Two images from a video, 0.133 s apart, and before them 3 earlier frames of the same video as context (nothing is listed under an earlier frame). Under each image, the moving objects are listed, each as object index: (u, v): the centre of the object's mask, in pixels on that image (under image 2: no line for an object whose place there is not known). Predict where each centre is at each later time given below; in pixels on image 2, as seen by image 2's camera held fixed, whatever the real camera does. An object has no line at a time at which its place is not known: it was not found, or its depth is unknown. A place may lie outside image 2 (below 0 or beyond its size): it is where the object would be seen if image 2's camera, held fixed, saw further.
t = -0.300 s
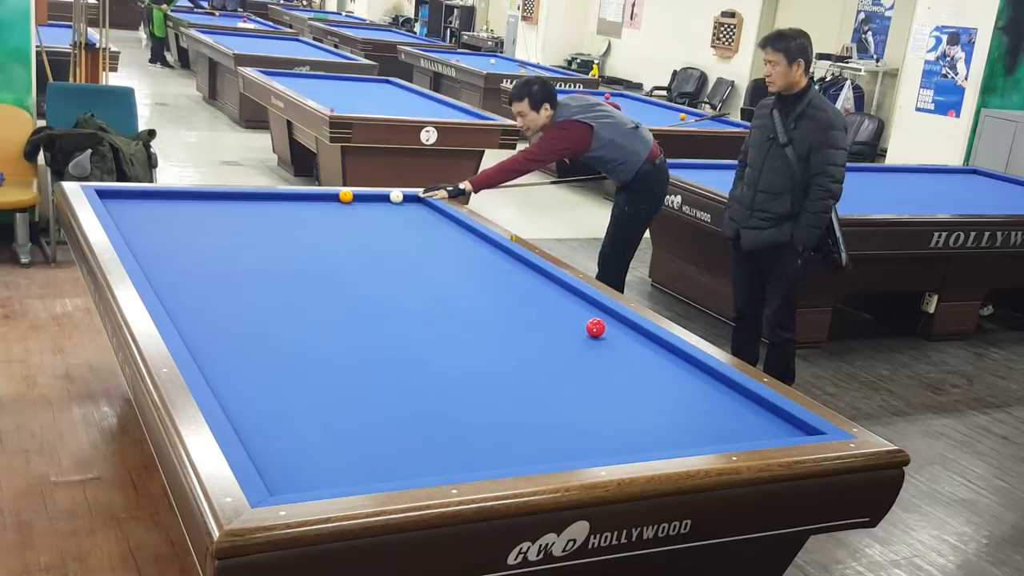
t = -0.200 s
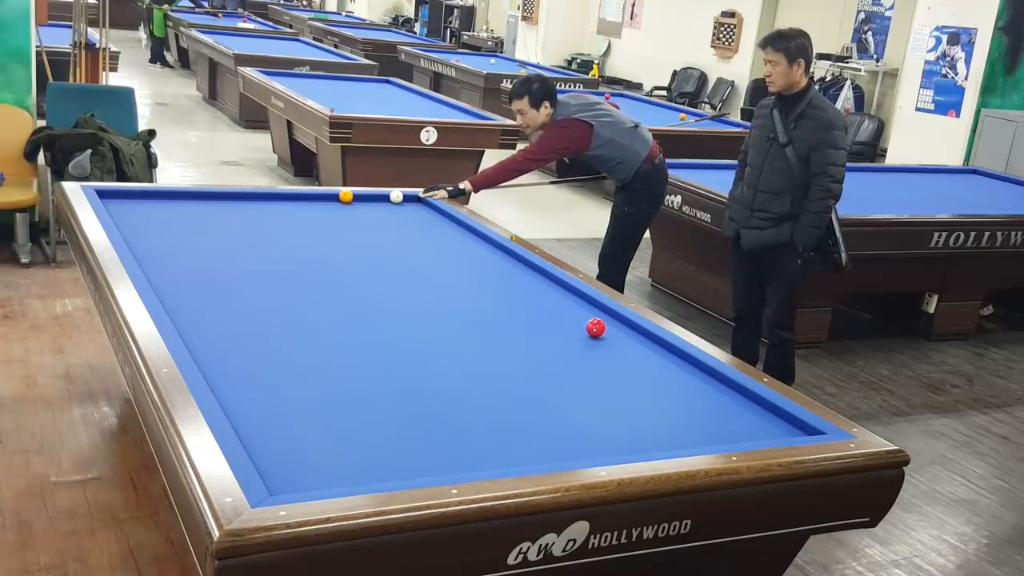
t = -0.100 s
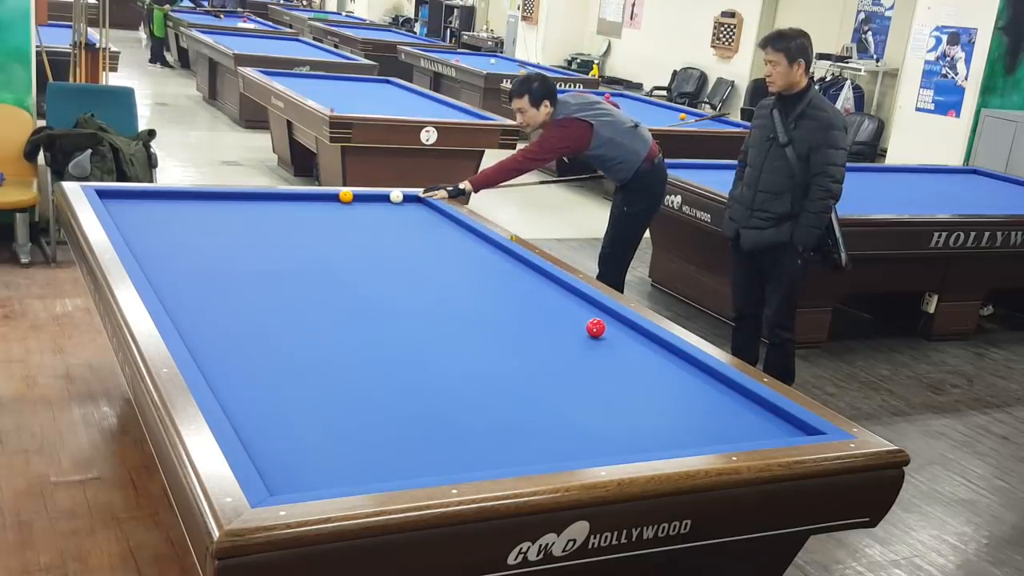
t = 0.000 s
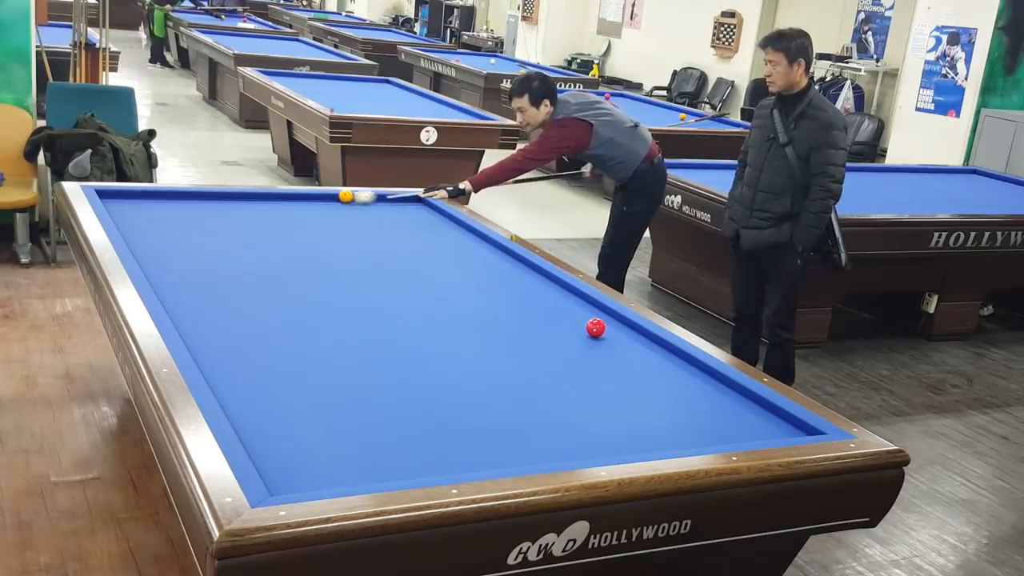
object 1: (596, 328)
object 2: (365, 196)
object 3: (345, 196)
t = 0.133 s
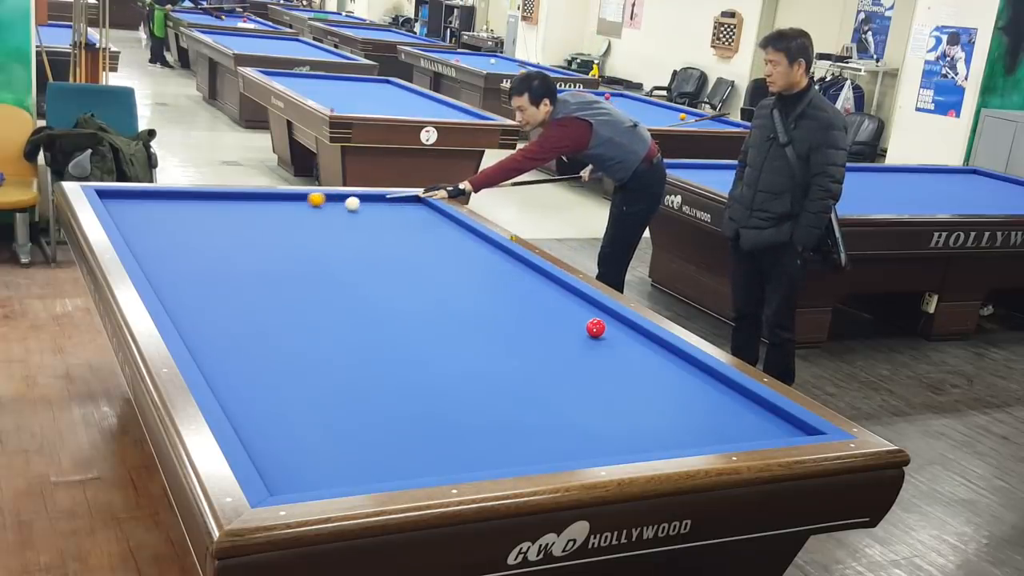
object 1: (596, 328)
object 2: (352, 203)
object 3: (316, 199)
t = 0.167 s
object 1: (595, 328)
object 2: (349, 205)
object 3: (309, 200)
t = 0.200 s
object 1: (596, 328)
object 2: (346, 207)
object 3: (302, 200)
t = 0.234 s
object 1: (596, 328)
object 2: (342, 208)
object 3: (296, 201)
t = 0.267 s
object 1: (596, 328)
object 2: (339, 210)
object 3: (290, 202)
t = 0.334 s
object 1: (596, 328)
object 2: (331, 213)
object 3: (278, 204)
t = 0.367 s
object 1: (596, 328)
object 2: (328, 215)
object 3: (272, 205)
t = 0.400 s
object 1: (596, 328)
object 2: (324, 216)
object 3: (266, 206)
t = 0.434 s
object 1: (596, 328)
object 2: (320, 218)
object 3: (260, 206)
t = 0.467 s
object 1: (596, 328)
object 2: (316, 220)
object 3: (254, 207)
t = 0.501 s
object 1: (596, 328)
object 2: (312, 221)
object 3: (248, 208)
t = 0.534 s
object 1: (596, 328)
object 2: (307, 223)
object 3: (241, 209)
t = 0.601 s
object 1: (596, 328)
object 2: (299, 227)
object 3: (228, 211)
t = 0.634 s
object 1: (596, 328)
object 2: (295, 229)
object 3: (222, 212)
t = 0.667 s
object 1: (596, 328)
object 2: (290, 230)
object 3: (215, 213)
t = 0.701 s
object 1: (596, 328)
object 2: (286, 232)
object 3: (208, 213)
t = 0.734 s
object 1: (596, 328)
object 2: (281, 234)
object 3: (202, 214)
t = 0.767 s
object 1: (596, 328)
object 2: (277, 236)
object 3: (195, 215)
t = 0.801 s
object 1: (596, 328)
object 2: (272, 238)
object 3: (188, 216)
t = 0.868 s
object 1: (596, 328)
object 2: (262, 242)
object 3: (174, 218)
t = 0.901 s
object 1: (596, 328)
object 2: (258, 244)
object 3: (167, 219)
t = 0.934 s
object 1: (596, 328)
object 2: (252, 246)
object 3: (159, 220)
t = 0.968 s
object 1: (596, 328)
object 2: (247, 248)
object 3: (152, 221)
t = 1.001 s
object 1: (596, 328)
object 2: (242, 251)
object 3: (145, 222)
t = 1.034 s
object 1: (596, 328)
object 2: (237, 253)
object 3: (137, 223)
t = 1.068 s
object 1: (596, 328)
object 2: (231, 255)
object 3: (130, 224)
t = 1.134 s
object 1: (596, 328)
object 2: (220, 260)
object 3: (129, 226)
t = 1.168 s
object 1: (596, 328)
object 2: (215, 262)
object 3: (136, 227)
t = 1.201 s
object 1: (596, 328)
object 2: (209, 265)
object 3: (143, 229)
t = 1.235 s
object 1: (596, 328)
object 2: (203, 267)
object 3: (149, 230)
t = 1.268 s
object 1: (596, 328)
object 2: (197, 270)
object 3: (154, 231)
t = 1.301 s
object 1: (596, 328)
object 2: (191, 272)
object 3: (160, 232)
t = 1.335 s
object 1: (596, 328)
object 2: (185, 275)
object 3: (166, 233)
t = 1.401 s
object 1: (596, 328)
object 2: (172, 280)
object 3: (177, 235)
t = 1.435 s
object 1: (596, 328)
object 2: (165, 283)
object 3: (183, 236)
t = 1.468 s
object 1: (596, 328)
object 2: (161, 286)
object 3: (188, 238)
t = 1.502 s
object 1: (596, 328)
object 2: (167, 288)
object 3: (194, 239)
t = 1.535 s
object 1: (596, 328)
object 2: (176, 291)
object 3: (200, 240)
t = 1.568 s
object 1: (596, 328)
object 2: (184, 294)
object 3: (206, 241)
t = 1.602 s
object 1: (596, 328)
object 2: (191, 297)
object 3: (211, 242)
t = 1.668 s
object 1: (596, 328)
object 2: (205, 302)
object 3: (223, 244)
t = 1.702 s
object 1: (596, 328)
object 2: (212, 305)
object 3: (228, 245)
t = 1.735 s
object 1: (596, 328)
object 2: (220, 308)
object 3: (234, 246)
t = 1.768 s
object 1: (596, 328)
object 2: (227, 310)
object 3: (240, 247)
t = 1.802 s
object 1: (596, 328)
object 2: (234, 313)
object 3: (245, 248)
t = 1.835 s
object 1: (596, 328)
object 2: (242, 316)
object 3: (251, 250)
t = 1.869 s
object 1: (596, 328)
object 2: (249, 319)
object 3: (257, 251)
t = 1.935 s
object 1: (596, 328)
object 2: (264, 325)
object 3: (268, 253)
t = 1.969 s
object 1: (596, 328)
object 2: (272, 328)
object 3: (274, 254)
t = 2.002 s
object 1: (596, 328)
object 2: (280, 331)
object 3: (279, 255)
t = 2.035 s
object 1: (596, 328)
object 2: (287, 333)
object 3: (285, 256)
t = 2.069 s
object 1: (596, 328)
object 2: (295, 336)
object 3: (290, 257)
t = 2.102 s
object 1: (596, 328)
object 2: (303, 339)
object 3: (296, 258)
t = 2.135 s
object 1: (596, 328)
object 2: (311, 342)
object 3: (302, 260)
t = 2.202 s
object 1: (596, 328)
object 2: (327, 349)
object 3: (313, 262)
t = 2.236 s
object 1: (596, 328)
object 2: (335, 352)
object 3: (319, 263)
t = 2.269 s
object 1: (596, 328)
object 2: (343, 355)
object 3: (325, 264)
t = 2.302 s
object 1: (596, 328)
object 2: (351, 358)
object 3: (330, 265)
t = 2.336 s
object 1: (596, 328)
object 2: (360, 361)
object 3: (336, 266)
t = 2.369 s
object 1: (596, 328)
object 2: (368, 365)
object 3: (342, 267)
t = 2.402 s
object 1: (596, 328)
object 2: (377, 368)
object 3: (347, 268)
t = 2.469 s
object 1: (596, 328)
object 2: (394, 374)
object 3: (358, 270)
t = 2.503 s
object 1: (596, 328)
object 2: (402, 378)
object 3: (364, 272)
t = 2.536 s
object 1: (596, 328)
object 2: (412, 382)
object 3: (370, 273)
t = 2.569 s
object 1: (596, 328)
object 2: (420, 385)
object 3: (375, 274)
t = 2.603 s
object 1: (596, 328)
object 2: (429, 388)
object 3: (381, 275)
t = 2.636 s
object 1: (596, 328)
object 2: (438, 392)
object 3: (387, 276)
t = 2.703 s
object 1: (596, 328)
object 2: (457, 399)
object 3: (398, 278)
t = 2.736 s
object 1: (596, 328)
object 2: (466, 403)
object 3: (404, 279)
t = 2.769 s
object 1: (596, 328)
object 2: (476, 406)
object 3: (409, 280)
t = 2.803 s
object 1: (596, 328)
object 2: (485, 410)
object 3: (415, 281)
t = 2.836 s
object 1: (596, 328)
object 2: (495, 414)
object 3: (420, 282)
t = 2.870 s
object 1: (596, 328)
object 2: (505, 417)
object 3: (426, 283)
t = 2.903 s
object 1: (596, 328)
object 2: (515, 421)
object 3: (432, 285)
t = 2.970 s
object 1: (596, 328)
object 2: (535, 429)
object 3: (443, 287)
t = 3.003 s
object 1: (596, 328)
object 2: (545, 433)
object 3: (449, 288)
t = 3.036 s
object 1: (596, 328)
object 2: (555, 437)
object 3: (454, 289)
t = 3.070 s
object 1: (596, 328)
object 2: (565, 441)
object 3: (460, 290)
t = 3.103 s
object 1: (596, 328)
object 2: (576, 445)
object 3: (465, 291)
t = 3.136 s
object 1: (596, 328)
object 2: (586, 448)
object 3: (471, 292)
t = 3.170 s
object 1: (596, 328)
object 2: (597, 450)
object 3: (476, 293)
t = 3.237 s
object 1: (596, 328)
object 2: (604, 446)
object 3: (488, 295)
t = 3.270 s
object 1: (596, 328)
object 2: (606, 443)
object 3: (493, 296)
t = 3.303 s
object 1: (596, 328)
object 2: (608, 440)
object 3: (499, 298)
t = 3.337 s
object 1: (596, 328)
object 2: (610, 437)
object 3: (505, 298)
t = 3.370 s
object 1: (596, 328)
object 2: (612, 434)
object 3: (510, 300)
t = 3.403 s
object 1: (596, 328)
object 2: (614, 431)
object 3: (516, 301)
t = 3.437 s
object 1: (596, 328)
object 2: (616, 428)
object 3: (521, 302)
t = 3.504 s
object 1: (596, 328)
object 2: (620, 422)
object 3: (533, 304)
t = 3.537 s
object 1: (596, 328)
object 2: (622, 419)
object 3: (538, 305)
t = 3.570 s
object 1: (596, 328)
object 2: (624, 416)
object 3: (544, 306)
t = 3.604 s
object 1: (596, 328)
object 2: (626, 413)
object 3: (550, 307)
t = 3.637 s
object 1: (596, 328)
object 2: (627, 410)
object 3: (555, 308)
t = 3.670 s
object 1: (596, 328)
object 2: (629, 407)
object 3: (561, 310)
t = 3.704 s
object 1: (596, 328)
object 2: (631, 405)
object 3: (566, 311)
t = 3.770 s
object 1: (595, 328)
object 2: (634, 399)
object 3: (578, 313)
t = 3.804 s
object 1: (596, 328)
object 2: (636, 397)
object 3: (583, 313)
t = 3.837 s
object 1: (596, 328)
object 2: (638, 395)
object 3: (589, 314)
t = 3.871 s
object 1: (596, 328)
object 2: (639, 392)
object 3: (595, 314)
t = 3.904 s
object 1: (596, 328)
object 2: (641, 390)
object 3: (601, 315)
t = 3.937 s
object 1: (595, 328)
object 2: (642, 387)
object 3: (607, 317)
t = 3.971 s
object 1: (595, 328)
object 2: (644, 385)
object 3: (612, 319)
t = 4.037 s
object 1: (596, 328)
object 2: (647, 380)
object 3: (623, 321)
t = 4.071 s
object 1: (596, 328)
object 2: (648, 378)
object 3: (623, 322)
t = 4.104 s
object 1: (596, 328)
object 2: (650, 375)
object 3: (622, 323)
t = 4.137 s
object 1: (596, 328)
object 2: (651, 373)
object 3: (622, 325)
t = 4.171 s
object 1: (596, 328)
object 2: (653, 371)
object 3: (622, 326)
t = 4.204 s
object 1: (595, 328)
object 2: (654, 369)
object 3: (621, 327)
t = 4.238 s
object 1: (596, 328)
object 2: (655, 367)
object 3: (621, 328)
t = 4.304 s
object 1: (595, 328)
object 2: (658, 363)
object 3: (620, 330)
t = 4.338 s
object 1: (596, 328)
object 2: (659, 361)
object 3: (620, 331)
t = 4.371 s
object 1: (596, 328)
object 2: (661, 359)
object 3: (619, 332)
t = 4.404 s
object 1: (596, 328)
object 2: (662, 357)
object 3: (619, 333)
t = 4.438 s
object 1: (596, 328)
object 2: (663, 355)
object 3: (618, 334)
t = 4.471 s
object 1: (596, 328)
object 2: (664, 353)
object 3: (618, 335)
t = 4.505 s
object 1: (596, 328)
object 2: (666, 351)
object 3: (618, 336)
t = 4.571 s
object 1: (596, 328)
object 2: (666, 347)
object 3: (617, 338)
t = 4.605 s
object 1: (596, 328)
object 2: (661, 346)
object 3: (617, 339)
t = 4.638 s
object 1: (596, 328)
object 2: (656, 345)
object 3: (616, 340)
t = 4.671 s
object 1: (595, 328)
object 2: (652, 344)
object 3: (616, 341)
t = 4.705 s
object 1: (595, 328)
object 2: (647, 343)
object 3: (615, 342)
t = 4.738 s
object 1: (595, 328)
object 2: (643, 341)
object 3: (615, 343)
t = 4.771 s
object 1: (596, 328)
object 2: (638, 340)
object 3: (614, 344)
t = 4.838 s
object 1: (596, 328)
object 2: (630, 337)
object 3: (614, 346)
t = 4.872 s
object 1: (596, 328)
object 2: (626, 336)
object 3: (613, 347)
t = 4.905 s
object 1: (596, 328)
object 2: (621, 334)
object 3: (613, 348)
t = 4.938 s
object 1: (596, 328)
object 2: (617, 333)
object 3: (612, 349)
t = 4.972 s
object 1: (595, 328)
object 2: (612, 332)
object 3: (612, 350)
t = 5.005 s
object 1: (593, 326)
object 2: (610, 332)
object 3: (612, 351)
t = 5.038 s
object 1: (590, 325)
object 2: (609, 333)
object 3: (611, 352)
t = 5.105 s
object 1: (586, 324)
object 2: (606, 333)
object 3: (610, 354)
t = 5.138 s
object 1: (583, 323)
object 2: (605, 333)
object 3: (610, 355)
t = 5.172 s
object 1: (581, 322)
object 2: (603, 332)
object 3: (609, 356)
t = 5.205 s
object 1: (579, 321)
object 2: (602, 332)
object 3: (609, 357)
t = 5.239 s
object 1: (576, 321)
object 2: (600, 332)
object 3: (609, 358)
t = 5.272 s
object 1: (574, 320)
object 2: (599, 332)
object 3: (608, 359)
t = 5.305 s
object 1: (572, 319)
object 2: (598, 332)
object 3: (608, 360)
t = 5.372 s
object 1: (568, 317)
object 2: (595, 332)
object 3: (607, 362)
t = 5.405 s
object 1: (566, 317)
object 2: (594, 332)
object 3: (607, 363)
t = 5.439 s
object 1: (564, 316)
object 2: (592, 332)
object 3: (606, 364)
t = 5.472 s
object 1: (562, 315)
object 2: (591, 331)
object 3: (606, 365)
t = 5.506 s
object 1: (560, 315)
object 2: (590, 331)
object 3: (605, 366)
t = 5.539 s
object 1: (558, 314)
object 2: (589, 331)
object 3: (605, 367)
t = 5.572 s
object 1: (556, 313)
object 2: (587, 331)
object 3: (604, 368)
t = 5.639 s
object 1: (552, 312)
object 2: (585, 331)
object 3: (603, 371)
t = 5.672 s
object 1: (550, 311)
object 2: (584, 331)
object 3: (603, 372)
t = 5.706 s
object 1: (548, 310)
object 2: (583, 331)
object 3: (603, 373)
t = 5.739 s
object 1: (546, 310)
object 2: (581, 331)
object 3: (602, 374)
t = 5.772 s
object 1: (544, 309)
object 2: (580, 331)
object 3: (602, 375)
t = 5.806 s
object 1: (542, 308)
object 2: (579, 331)
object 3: (601, 376)
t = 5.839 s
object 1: (540, 307)
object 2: (578, 330)
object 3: (601, 377)
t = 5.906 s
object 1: (536, 306)
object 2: (576, 330)
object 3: (600, 379)
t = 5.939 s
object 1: (534, 306)
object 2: (575, 330)
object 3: (600, 380)
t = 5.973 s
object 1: (532, 305)
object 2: (574, 330)
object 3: (599, 381)
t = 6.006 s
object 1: (531, 304)
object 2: (572, 330)
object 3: (599, 382)
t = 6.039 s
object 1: (529, 304)
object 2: (571, 330)
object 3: (598, 383)
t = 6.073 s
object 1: (527, 303)
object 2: (570, 330)
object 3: (598, 384)
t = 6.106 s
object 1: (526, 302)
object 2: (569, 330)
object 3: (598, 385)
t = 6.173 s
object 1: (522, 301)
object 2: (567, 329)
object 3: (597, 387)
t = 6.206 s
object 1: (520, 300)
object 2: (567, 329)
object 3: (596, 388)
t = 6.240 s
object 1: (519, 300)
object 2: (566, 329)
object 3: (596, 390)
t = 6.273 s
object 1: (517, 299)
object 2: (565, 329)
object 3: (596, 391)
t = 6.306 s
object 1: (515, 299)
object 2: (564, 329)
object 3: (595, 392)
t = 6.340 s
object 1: (514, 298)
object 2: (563, 329)
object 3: (595, 392)
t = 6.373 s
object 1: (512, 297)
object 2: (562, 329)
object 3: (594, 394)
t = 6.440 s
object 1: (509, 296)
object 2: (560, 329)
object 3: (593, 396)
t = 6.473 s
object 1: (507, 296)
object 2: (559, 329)
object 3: (593, 397)
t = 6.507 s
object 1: (506, 295)
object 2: (559, 328)
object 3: (592, 398)
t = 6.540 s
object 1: (504, 294)
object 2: (558, 328)
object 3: (592, 399)
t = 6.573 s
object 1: (502, 294)
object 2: (557, 328)
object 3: (592, 400)
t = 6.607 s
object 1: (501, 293)
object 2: (556, 328)
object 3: (591, 401)
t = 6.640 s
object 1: (499, 293)
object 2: (556, 328)
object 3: (591, 402)
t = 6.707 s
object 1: (496, 292)
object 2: (554, 328)
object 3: (590, 403)
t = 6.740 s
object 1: (495, 291)
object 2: (554, 328)
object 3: (589, 405)
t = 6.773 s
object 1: (493, 291)
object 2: (553, 328)
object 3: (589, 406)
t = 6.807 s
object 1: (492, 290)
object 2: (552, 328)
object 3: (589, 407)
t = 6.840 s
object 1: (490, 290)
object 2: (552, 328)
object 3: (588, 408)
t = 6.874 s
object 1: (489, 289)
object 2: (551, 328)
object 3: (588, 409)
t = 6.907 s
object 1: (487, 289)
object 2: (550, 328)
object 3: (587, 410)
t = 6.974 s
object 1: (484, 288)
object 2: (549, 328)
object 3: (587, 412)
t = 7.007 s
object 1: (483, 287)
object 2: (549, 328)
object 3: (586, 413)
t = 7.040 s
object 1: (482, 287)
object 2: (548, 328)
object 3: (586, 414)
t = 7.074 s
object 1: (480, 286)
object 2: (548, 328)
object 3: (585, 415)
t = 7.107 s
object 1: (479, 286)
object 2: (547, 328)
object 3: (585, 416)
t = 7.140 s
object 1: (477, 285)
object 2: (547, 328)
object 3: (584, 417)
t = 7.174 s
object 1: (476, 285)
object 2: (546, 328)
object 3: (584, 418)
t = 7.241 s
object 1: (473, 284)
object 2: (545, 328)
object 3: (583, 419)
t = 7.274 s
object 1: (472, 283)
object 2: (545, 328)
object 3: (583, 420)
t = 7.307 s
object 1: (471, 283)
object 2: (544, 328)
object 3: (582, 421)
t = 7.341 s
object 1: (470, 282)
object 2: (544, 328)
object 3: (582, 423)
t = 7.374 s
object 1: (468, 282)
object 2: (543, 328)
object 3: (582, 424)
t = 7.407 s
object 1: (467, 281)
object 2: (543, 328)
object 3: (581, 425)
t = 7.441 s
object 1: (466, 281)
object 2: (542, 328)
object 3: (581, 425)
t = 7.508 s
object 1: (463, 280)
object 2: (542, 328)
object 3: (580, 427)
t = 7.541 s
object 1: (462, 280)
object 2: (541, 328)
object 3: (580, 428)
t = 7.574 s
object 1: (461, 279)
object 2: (541, 328)
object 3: (579, 429)
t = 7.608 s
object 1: (460, 279)
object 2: (540, 328)
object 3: (579, 430)
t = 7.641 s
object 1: (459, 279)
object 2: (540, 328)
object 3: (578, 431)
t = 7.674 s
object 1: (458, 278)
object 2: (540, 328)
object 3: (578, 432)
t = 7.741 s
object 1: (455, 278)
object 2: (539, 328)
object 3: (577, 434)
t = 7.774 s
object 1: (454, 277)
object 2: (539, 328)
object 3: (577, 435)
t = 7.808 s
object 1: (453, 277)
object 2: (539, 328)
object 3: (577, 436)
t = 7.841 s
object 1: (452, 276)
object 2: (538, 328)
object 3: (576, 436)
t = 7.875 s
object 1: (451, 276)
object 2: (538, 328)
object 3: (576, 438)
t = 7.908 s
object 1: (450, 275)
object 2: (538, 328)
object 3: (575, 438)
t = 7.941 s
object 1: (449, 275)
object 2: (538, 328)
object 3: (575, 439)
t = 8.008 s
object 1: (447, 274)
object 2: (537, 328)
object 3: (574, 441)
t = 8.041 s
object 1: (446, 274)
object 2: (537, 328)
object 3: (574, 442)
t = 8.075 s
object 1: (445, 273)
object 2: (537, 328)
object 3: (573, 443)
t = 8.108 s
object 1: (444, 273)
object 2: (537, 328)
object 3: (573, 444)
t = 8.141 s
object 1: (443, 273)
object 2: (537, 328)
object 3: (573, 444)
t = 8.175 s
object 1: (442, 273)
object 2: (537, 328)
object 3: (572, 446)
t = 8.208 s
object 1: (441, 272)
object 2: (536, 328)
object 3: (572, 446)
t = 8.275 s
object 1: (439, 272)
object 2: (536, 328)
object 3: (571, 448)
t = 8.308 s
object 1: (438, 271)
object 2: (536, 328)
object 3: (571, 448)
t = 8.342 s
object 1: (437, 271)
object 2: (536, 328)
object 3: (570, 449)
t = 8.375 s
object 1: (436, 271)
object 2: (536, 328)
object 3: (570, 449)
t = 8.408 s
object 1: (435, 271)
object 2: (536, 327)
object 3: (570, 450)
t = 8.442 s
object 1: (434, 270)
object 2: (536, 328)
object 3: (569, 450)
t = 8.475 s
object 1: (433, 270)
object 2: (536, 328)
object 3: (569, 451)
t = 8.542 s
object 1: (431, 269)
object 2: (536, 328)
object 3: (569, 452)
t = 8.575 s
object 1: (430, 269)
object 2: (536, 328)
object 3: (568, 452)
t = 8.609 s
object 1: (430, 269)
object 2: (536, 328)
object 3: (568, 453)
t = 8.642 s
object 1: (429, 268)
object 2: (536, 328)
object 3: (567, 453)
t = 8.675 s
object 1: (428, 268)
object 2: (536, 328)
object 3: (567, 454)
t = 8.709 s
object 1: (427, 268)
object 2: (536, 328)
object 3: (566, 454)
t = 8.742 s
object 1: (426, 267)
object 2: (536, 328)
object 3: (566, 454)
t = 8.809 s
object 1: (425, 267)
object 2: (536, 328)
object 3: (563, 454)
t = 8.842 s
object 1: (424, 267)
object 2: (537, 328)
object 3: (562, 454)
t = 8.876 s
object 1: (423, 266)
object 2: (536, 328)
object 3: (561, 454)
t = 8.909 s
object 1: (423, 266)
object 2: (537, 328)
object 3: (560, 454)
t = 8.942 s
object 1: (422, 266)
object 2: (536, 328)
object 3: (559, 454)
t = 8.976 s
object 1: (421, 266)
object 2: (537, 327)
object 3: (558, 454)
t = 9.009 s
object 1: (420, 265)
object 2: (537, 328)
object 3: (557, 453)
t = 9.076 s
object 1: (419, 265)
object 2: (536, 328)
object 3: (555, 453)
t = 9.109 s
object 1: (418, 265)
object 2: (536, 328)
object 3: (554, 453)
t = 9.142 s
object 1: (417, 264)
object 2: (536, 328)
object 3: (553, 453)
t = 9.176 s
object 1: (417, 264)
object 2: (536, 328)
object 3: (552, 453)
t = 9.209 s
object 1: (416, 264)
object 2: (536, 328)
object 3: (551, 453)
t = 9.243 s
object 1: (416, 264)
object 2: (536, 328)
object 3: (551, 453)
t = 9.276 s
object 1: (415, 264)
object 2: (536, 328)
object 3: (550, 453)
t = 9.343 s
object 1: (414, 263)
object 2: (537, 327)
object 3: (548, 452)
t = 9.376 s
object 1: (413, 263)
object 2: (536, 328)
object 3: (548, 452)
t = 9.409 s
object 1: (412, 263)
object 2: (537, 327)
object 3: (547, 452)
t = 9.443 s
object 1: (412, 263)
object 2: (537, 327)
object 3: (546, 452)
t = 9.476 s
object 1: (411, 262)
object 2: (536, 328)
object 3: (545, 452)
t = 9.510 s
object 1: (411, 262)
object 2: (537, 327)
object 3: (545, 452)
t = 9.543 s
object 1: (410, 262)
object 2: (537, 327)
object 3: (544, 452)
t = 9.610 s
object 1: (409, 262)
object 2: (537, 327)
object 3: (543, 452)
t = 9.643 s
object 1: (408, 261)
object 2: (537, 327)
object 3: (542, 452)
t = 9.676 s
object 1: (408, 261)
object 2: (536, 327)
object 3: (542, 451)
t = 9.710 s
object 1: (407, 261)
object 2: (537, 327)
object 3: (541, 451)
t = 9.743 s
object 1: (407, 261)
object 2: (537, 327)
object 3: (541, 451)
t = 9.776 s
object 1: (407, 261)
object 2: (537, 327)
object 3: (541, 451)
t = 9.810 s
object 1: (406, 260)
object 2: (537, 327)
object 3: (540, 451)
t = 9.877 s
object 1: (405, 260)
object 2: (536, 328)
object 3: (539, 451)
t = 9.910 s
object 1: (405, 260)
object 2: (537, 327)
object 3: (539, 451)
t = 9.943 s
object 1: (404, 260)
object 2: (536, 327)
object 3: (538, 451)
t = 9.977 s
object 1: (404, 260)
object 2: (537, 327)
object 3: (538, 451)
